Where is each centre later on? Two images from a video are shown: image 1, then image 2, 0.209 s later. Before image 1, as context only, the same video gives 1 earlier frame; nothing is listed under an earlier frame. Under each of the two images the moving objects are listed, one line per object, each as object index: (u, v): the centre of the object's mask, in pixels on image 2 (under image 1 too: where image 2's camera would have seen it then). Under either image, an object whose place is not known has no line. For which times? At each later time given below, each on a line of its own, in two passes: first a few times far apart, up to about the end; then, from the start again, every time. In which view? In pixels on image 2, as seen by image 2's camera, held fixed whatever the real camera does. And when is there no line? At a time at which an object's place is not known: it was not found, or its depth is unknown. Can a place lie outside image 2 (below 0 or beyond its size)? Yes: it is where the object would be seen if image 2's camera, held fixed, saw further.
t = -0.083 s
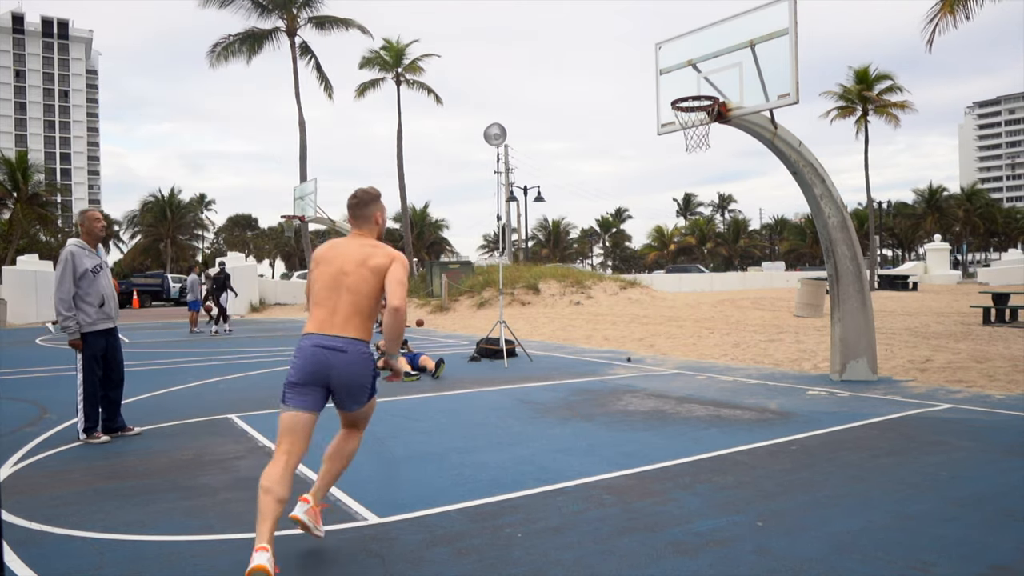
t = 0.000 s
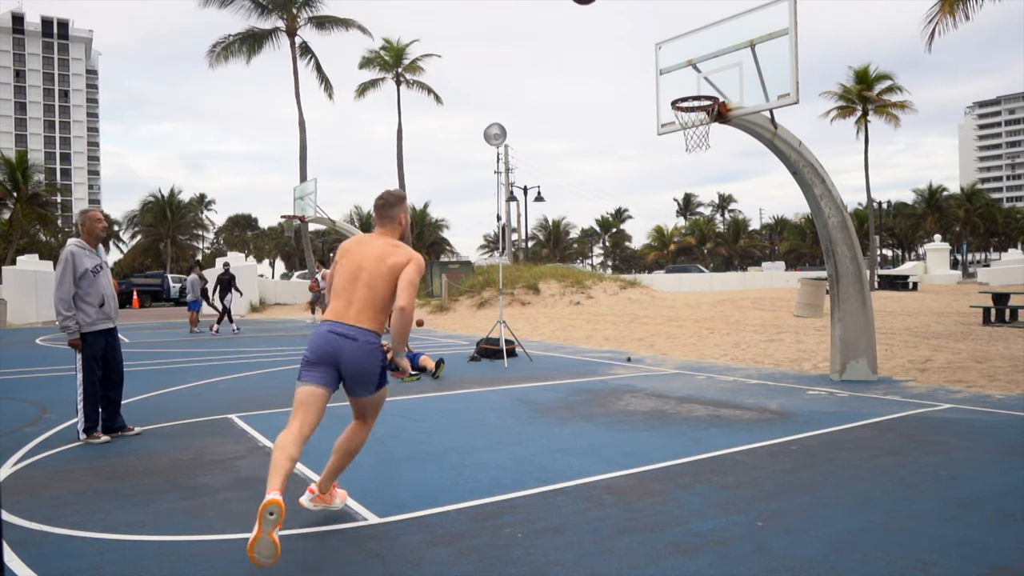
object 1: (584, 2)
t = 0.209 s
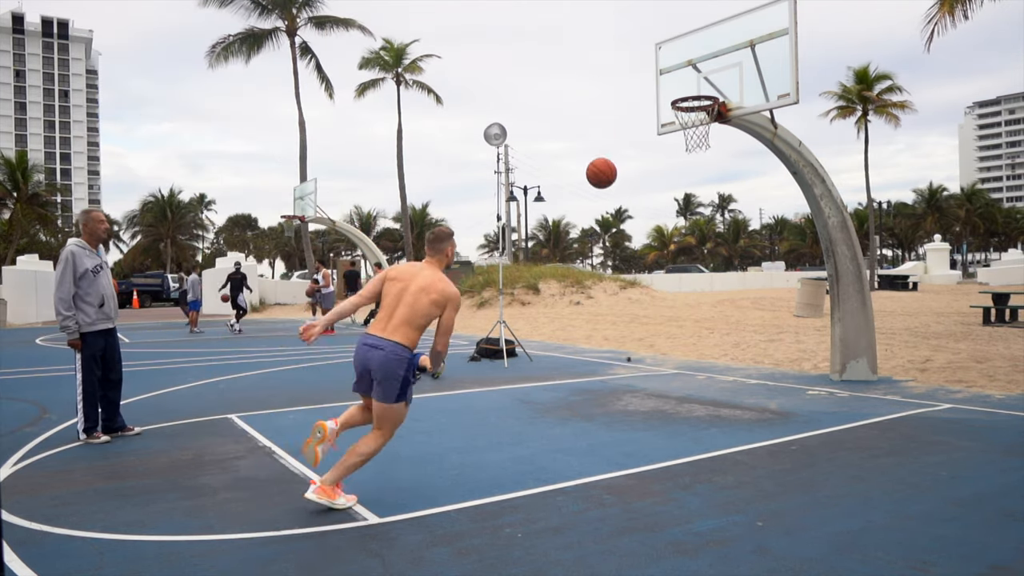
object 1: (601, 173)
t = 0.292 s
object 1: (607, 252)
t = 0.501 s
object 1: (618, 374)
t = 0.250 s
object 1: (604, 212)
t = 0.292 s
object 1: (607, 252)
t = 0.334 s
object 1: (610, 292)
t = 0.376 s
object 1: (612, 333)
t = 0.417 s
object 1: (615, 374)
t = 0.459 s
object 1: (617, 408)
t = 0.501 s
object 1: (618, 374)
